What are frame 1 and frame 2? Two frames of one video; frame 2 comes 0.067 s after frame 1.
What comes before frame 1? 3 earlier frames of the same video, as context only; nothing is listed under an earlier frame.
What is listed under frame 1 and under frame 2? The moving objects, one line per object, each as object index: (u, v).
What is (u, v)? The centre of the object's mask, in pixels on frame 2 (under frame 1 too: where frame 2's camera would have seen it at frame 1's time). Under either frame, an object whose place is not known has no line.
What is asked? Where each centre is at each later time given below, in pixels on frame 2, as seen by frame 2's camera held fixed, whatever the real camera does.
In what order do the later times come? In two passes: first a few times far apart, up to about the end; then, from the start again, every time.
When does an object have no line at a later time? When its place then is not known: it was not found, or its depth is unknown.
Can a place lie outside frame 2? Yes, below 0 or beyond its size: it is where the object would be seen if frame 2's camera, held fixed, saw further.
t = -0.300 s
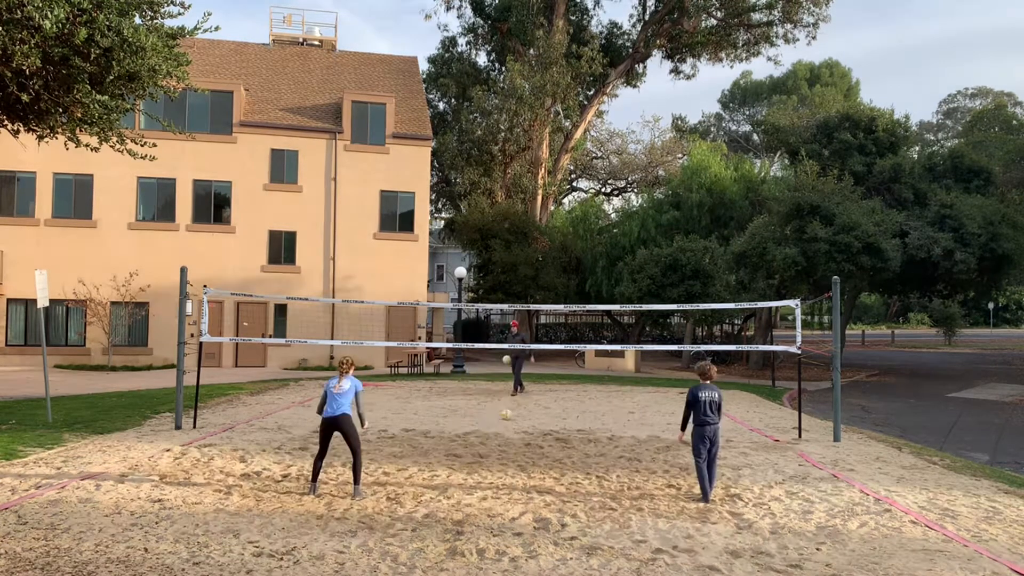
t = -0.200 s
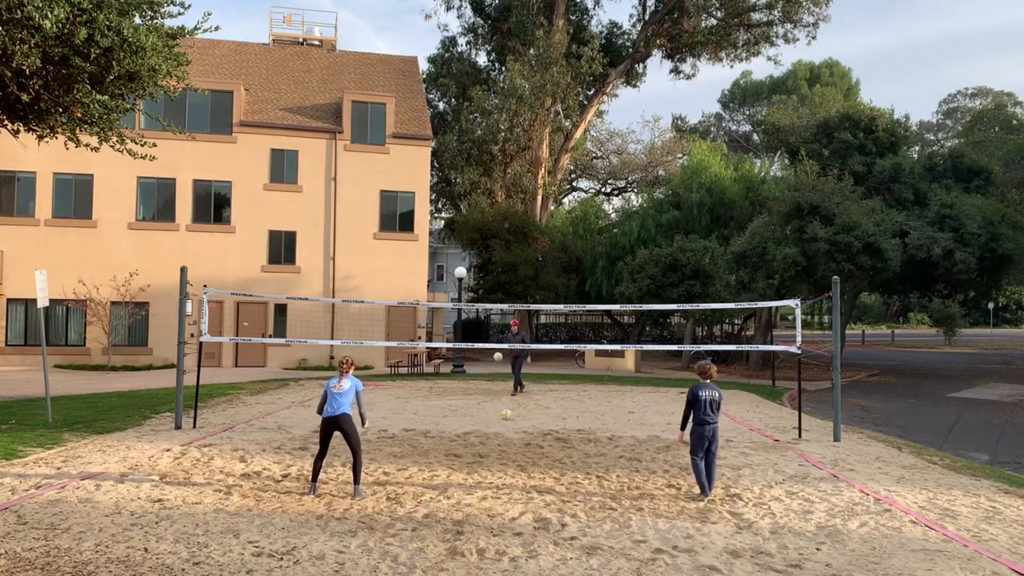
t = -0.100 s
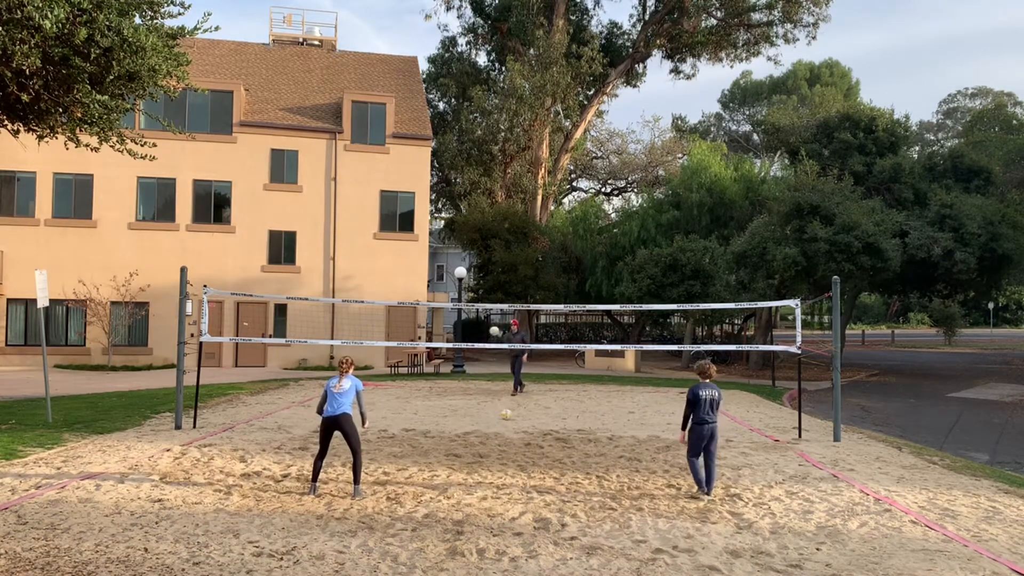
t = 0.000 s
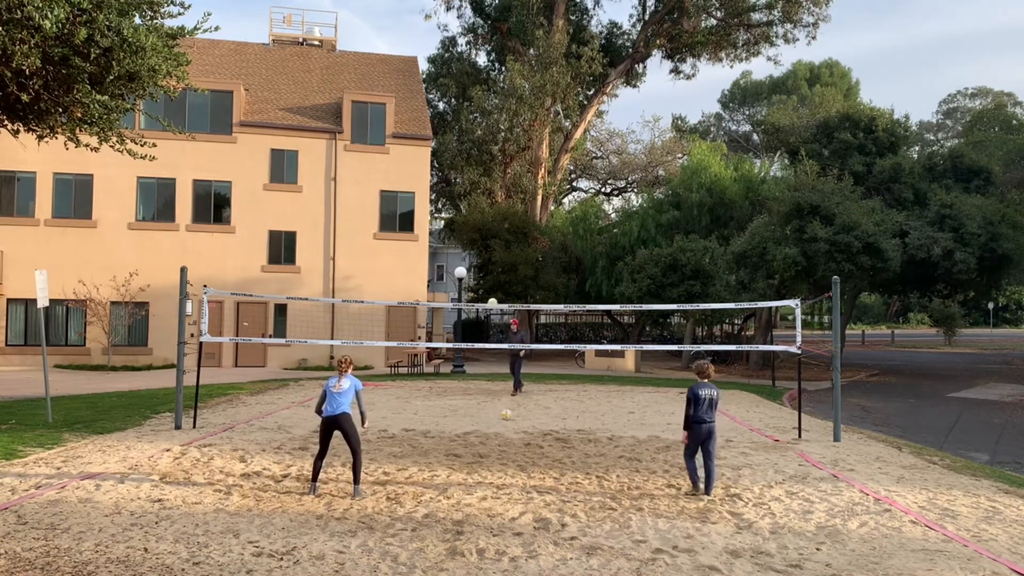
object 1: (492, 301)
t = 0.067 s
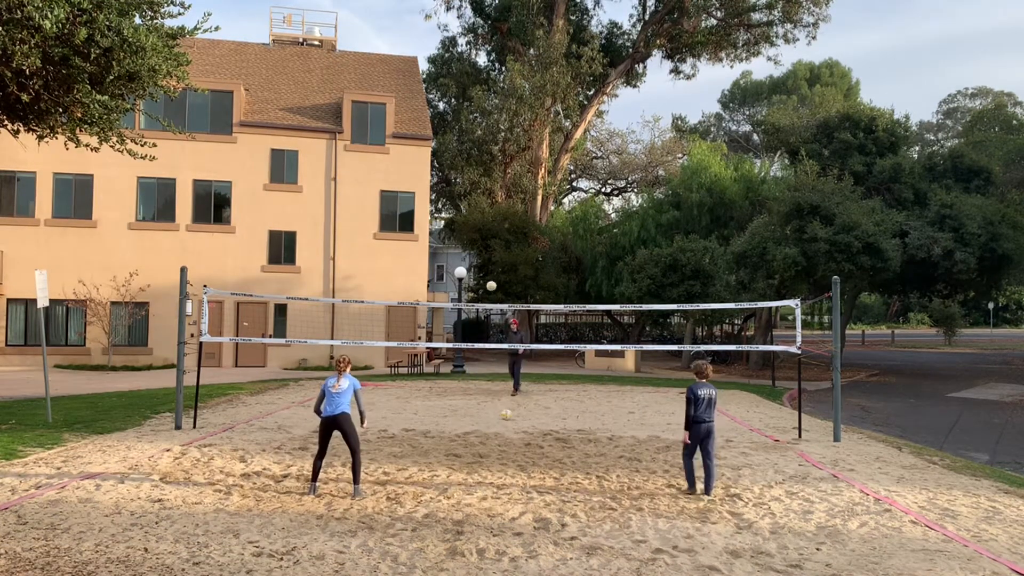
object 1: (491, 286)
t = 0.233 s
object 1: (487, 250)
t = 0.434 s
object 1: (482, 222)
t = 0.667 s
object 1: (473, 213)
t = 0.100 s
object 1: (490, 278)
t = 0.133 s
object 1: (490, 270)
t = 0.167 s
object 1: (489, 263)
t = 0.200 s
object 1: (488, 256)
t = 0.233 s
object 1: (487, 250)
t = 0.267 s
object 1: (487, 244)
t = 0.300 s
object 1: (485, 239)
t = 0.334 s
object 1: (485, 234)
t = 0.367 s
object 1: (484, 230)
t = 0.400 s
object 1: (483, 226)
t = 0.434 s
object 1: (482, 222)
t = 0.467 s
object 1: (481, 219)
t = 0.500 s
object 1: (480, 216)
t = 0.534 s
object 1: (478, 214)
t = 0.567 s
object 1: (477, 213)
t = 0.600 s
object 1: (476, 212)
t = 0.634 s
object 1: (474, 212)
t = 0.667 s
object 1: (473, 213)
